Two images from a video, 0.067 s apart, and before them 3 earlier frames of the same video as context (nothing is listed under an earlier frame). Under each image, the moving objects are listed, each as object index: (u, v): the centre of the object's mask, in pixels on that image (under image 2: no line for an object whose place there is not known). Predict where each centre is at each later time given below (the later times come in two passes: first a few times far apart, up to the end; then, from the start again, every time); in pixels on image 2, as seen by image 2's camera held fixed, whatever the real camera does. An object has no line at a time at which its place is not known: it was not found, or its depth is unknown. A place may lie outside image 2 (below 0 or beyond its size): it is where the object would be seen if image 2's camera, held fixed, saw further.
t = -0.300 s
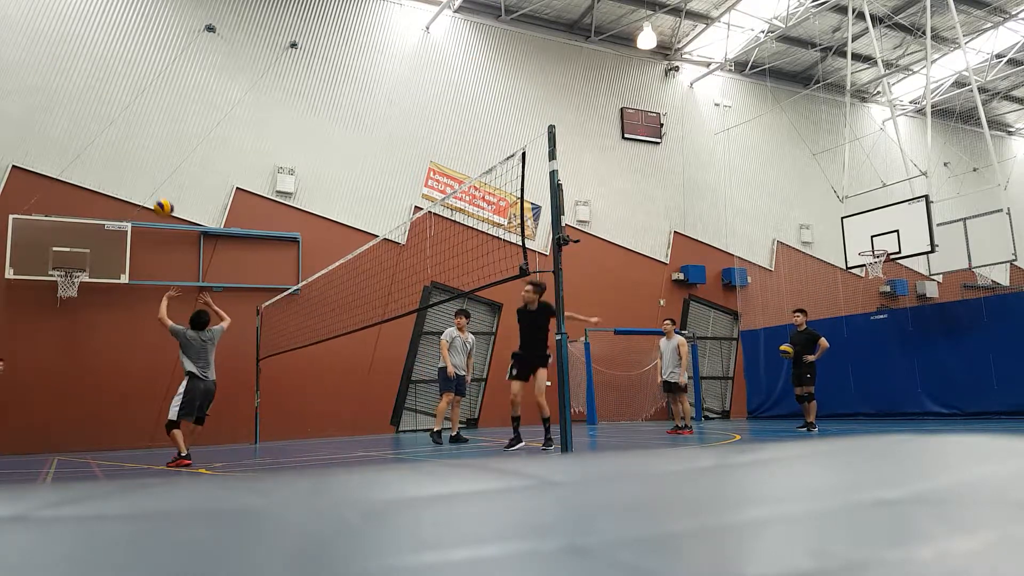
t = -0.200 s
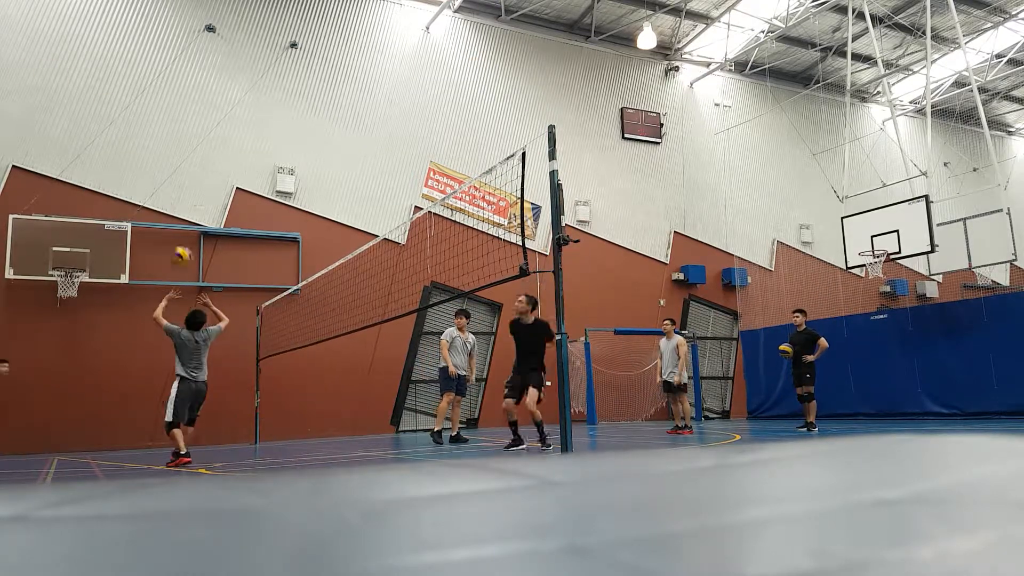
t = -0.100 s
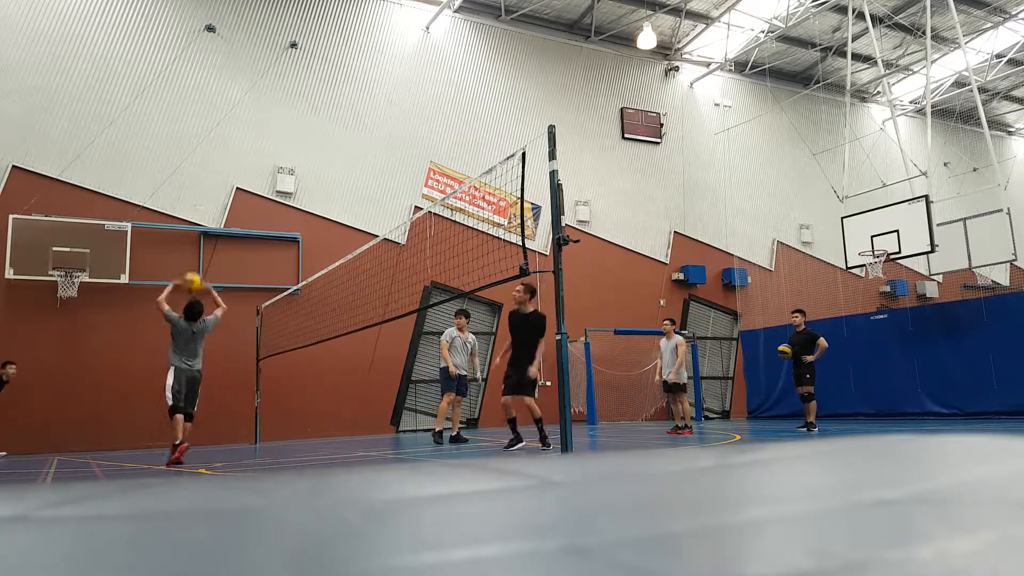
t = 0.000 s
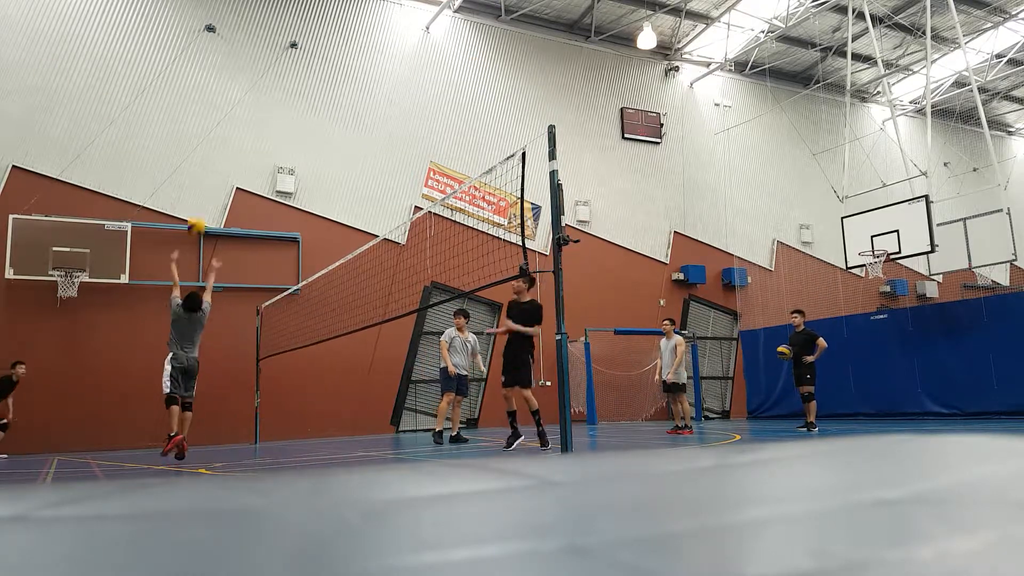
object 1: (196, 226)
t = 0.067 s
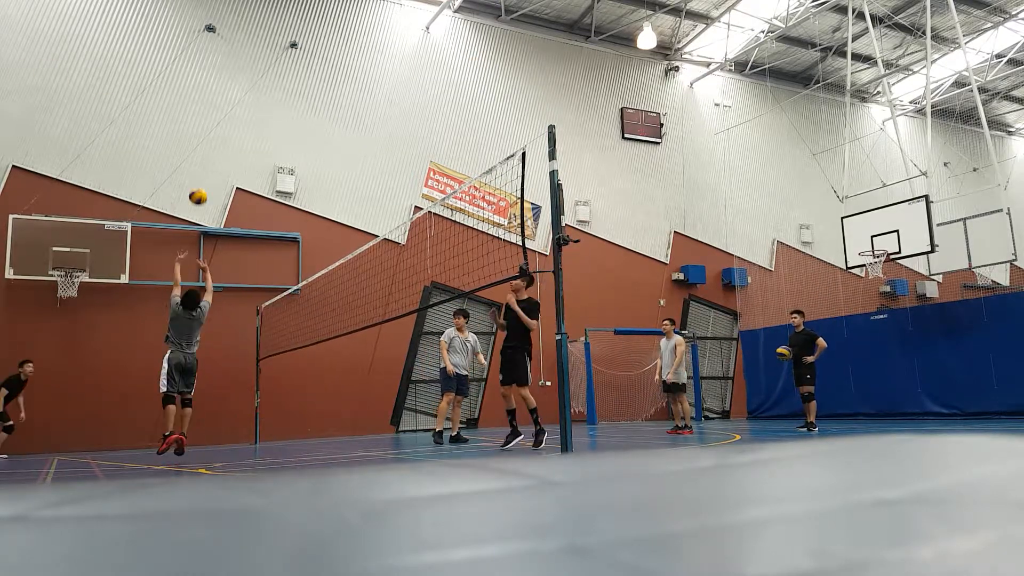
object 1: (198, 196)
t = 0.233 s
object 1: (201, 145)
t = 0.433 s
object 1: (204, 118)
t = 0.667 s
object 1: (206, 121)
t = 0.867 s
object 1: (207, 147)
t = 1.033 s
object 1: (207, 184)
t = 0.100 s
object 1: (198, 183)
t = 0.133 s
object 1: (199, 173)
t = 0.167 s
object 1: (200, 162)
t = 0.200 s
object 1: (200, 153)
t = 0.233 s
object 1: (201, 145)
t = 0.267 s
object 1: (202, 138)
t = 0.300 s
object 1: (202, 132)
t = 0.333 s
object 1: (203, 127)
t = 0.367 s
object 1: (203, 123)
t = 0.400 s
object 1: (204, 120)
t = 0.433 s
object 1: (204, 118)
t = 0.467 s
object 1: (205, 116)
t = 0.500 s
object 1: (205, 116)
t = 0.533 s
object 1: (205, 115)
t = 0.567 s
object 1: (205, 115)
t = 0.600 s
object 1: (206, 116)
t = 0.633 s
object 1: (205, 118)
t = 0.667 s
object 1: (206, 121)
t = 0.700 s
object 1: (206, 124)
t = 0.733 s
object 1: (207, 128)
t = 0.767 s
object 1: (207, 132)
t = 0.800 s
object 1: (207, 136)
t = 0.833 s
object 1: (207, 142)
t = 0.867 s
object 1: (207, 147)
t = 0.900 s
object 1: (207, 155)
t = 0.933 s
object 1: (207, 162)
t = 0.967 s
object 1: (207, 169)
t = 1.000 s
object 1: (207, 177)
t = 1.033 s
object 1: (207, 184)
